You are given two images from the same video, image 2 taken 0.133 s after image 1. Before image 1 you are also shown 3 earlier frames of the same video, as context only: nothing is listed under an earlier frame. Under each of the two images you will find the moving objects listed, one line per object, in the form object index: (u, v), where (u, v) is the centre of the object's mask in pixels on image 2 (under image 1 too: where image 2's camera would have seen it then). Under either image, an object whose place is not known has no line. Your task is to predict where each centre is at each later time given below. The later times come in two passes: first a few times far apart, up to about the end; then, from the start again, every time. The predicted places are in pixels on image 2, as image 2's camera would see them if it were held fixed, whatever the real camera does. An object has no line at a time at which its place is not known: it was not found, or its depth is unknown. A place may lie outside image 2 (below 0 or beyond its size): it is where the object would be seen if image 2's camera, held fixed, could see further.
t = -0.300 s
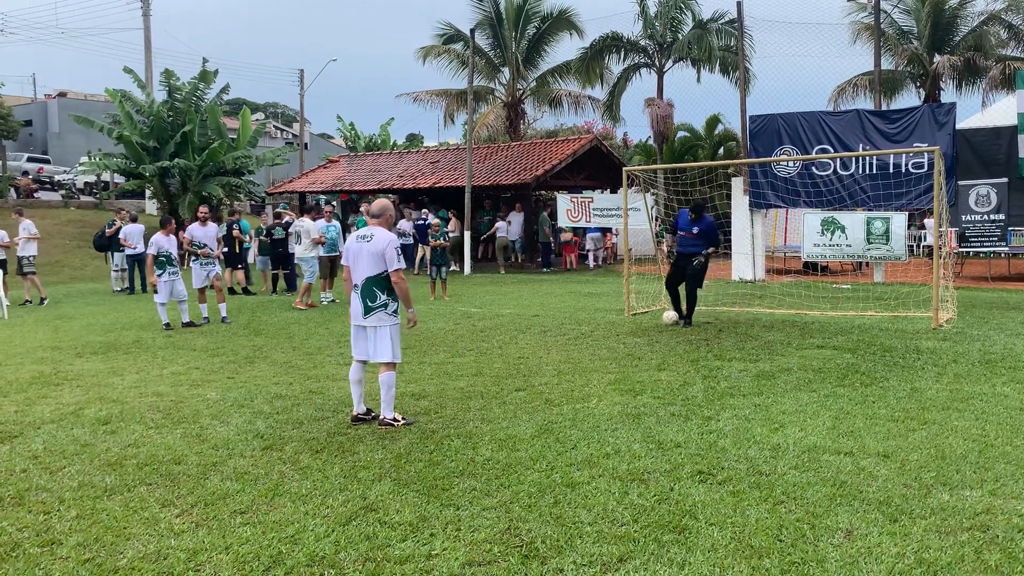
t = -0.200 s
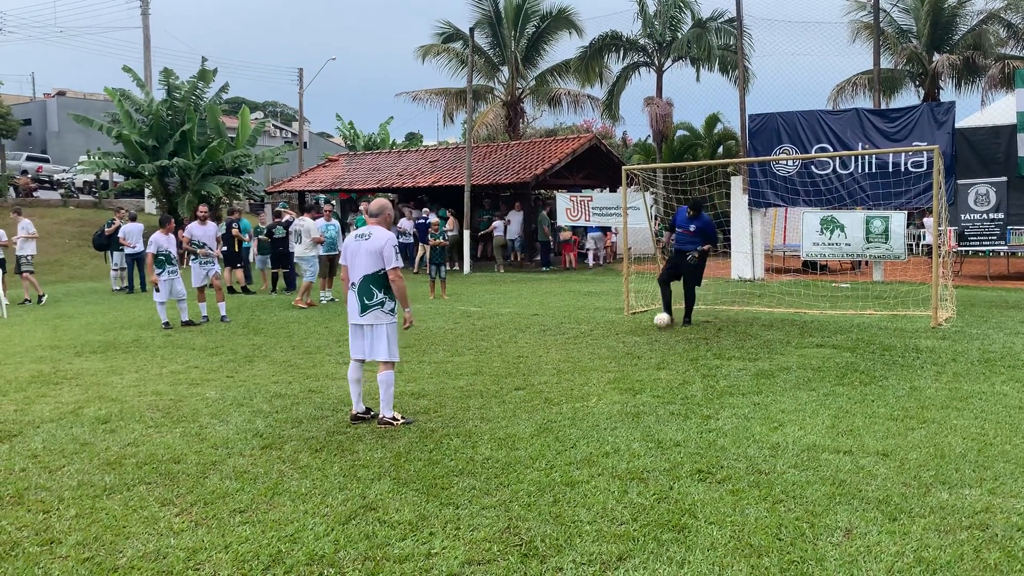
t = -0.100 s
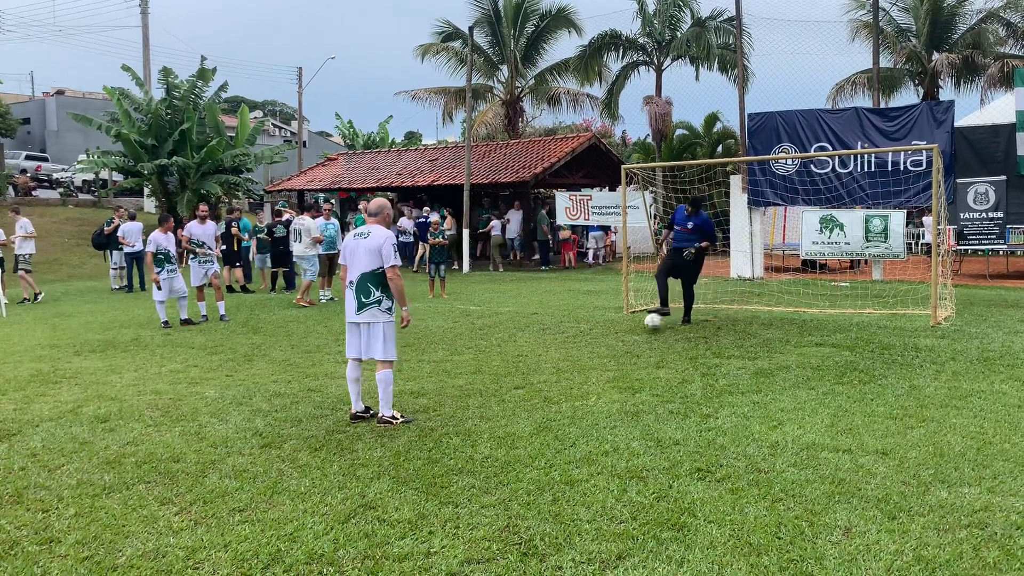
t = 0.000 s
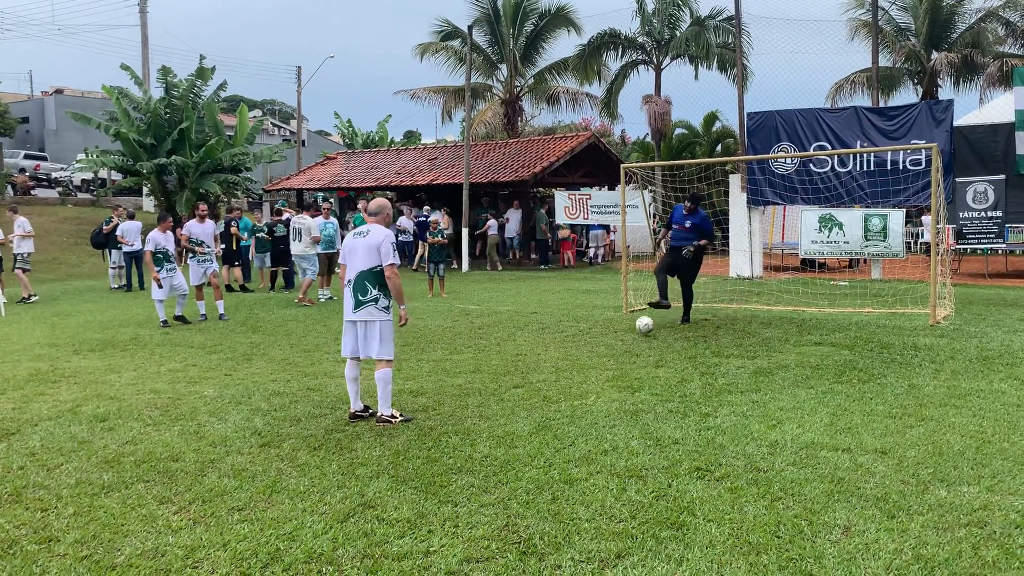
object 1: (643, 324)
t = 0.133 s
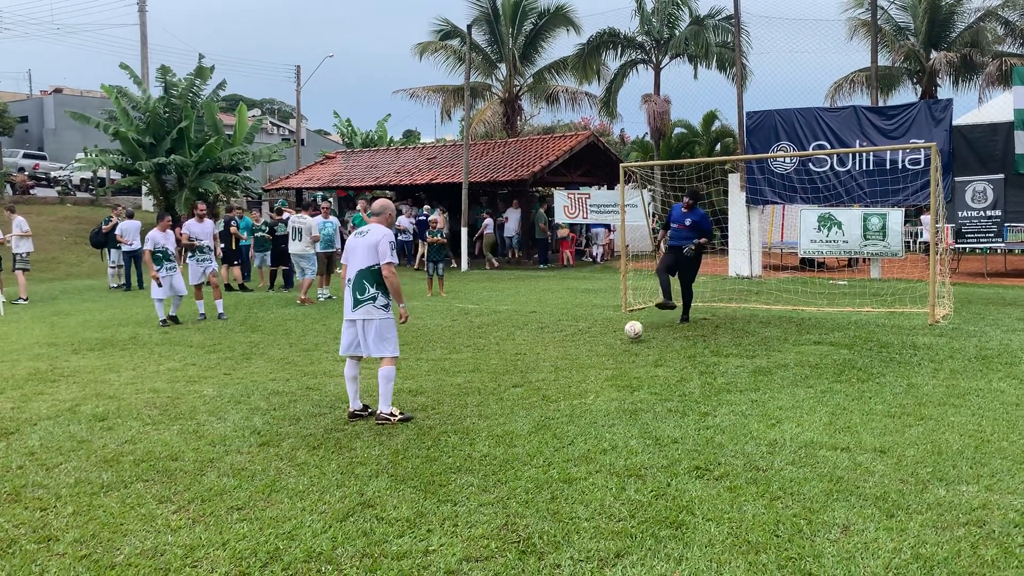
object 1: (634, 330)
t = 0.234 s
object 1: (627, 332)
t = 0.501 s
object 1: (609, 346)
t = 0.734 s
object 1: (594, 356)
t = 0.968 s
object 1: (578, 364)
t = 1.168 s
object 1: (561, 374)
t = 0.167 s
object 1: (632, 330)
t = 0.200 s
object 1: (630, 330)
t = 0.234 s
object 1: (627, 332)
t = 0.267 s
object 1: (625, 334)
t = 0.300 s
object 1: (623, 338)
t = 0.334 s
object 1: (621, 341)
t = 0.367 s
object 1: (619, 341)
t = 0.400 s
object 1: (616, 340)
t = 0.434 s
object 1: (614, 341)
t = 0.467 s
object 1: (612, 343)
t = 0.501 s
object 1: (609, 346)
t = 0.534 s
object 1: (608, 348)
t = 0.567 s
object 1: (606, 349)
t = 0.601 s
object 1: (603, 350)
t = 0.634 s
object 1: (601, 351)
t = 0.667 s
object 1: (599, 353)
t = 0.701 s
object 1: (596, 355)
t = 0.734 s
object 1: (594, 356)
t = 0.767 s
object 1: (591, 355)
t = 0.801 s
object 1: (590, 355)
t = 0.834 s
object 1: (587, 358)
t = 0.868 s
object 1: (584, 361)
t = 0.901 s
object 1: (582, 363)
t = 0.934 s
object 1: (580, 364)
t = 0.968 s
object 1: (578, 364)
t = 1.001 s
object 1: (574, 366)
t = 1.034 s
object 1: (572, 368)
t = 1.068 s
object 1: (569, 371)
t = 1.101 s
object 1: (566, 371)
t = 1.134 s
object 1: (563, 373)
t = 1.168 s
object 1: (561, 374)
